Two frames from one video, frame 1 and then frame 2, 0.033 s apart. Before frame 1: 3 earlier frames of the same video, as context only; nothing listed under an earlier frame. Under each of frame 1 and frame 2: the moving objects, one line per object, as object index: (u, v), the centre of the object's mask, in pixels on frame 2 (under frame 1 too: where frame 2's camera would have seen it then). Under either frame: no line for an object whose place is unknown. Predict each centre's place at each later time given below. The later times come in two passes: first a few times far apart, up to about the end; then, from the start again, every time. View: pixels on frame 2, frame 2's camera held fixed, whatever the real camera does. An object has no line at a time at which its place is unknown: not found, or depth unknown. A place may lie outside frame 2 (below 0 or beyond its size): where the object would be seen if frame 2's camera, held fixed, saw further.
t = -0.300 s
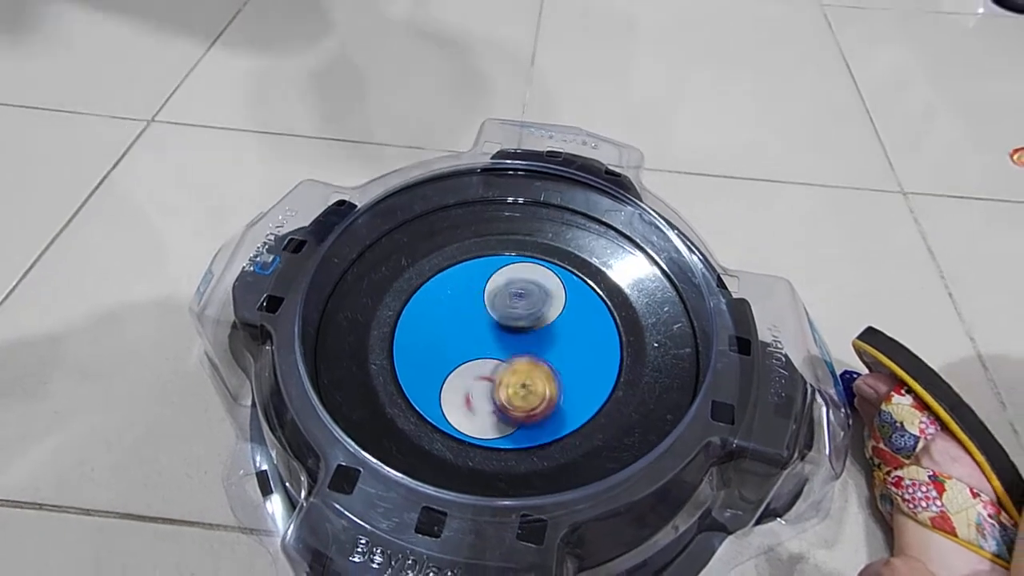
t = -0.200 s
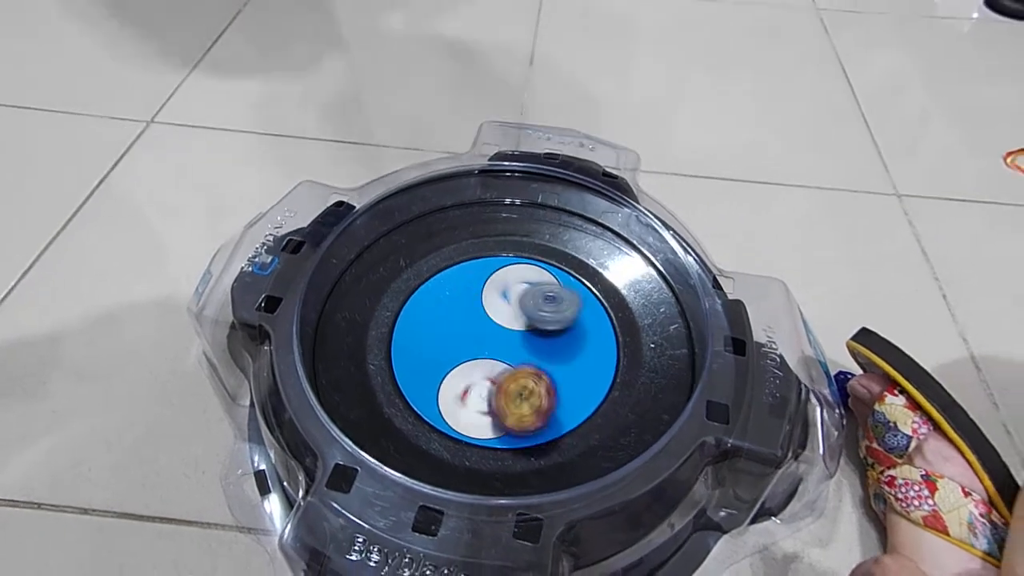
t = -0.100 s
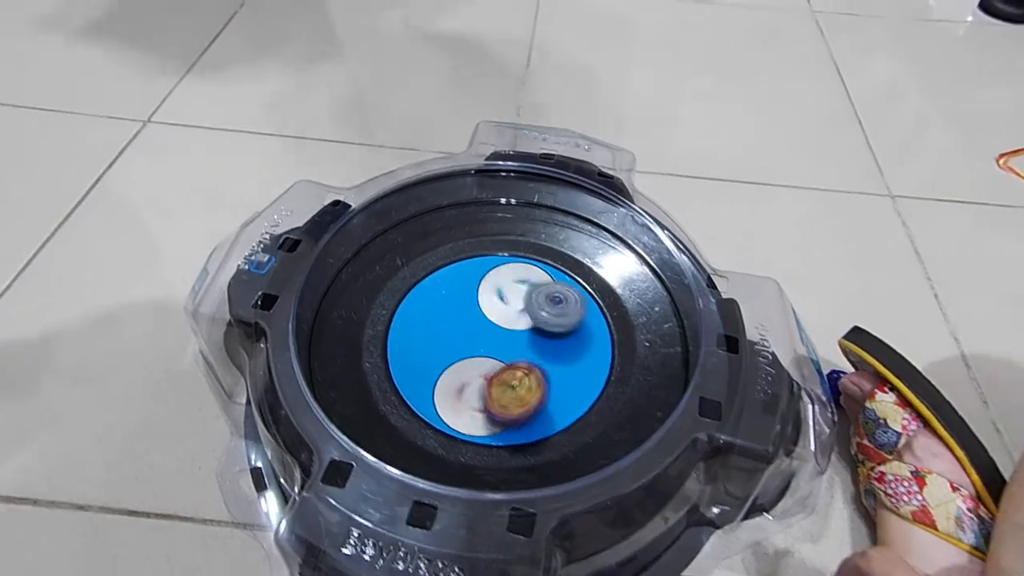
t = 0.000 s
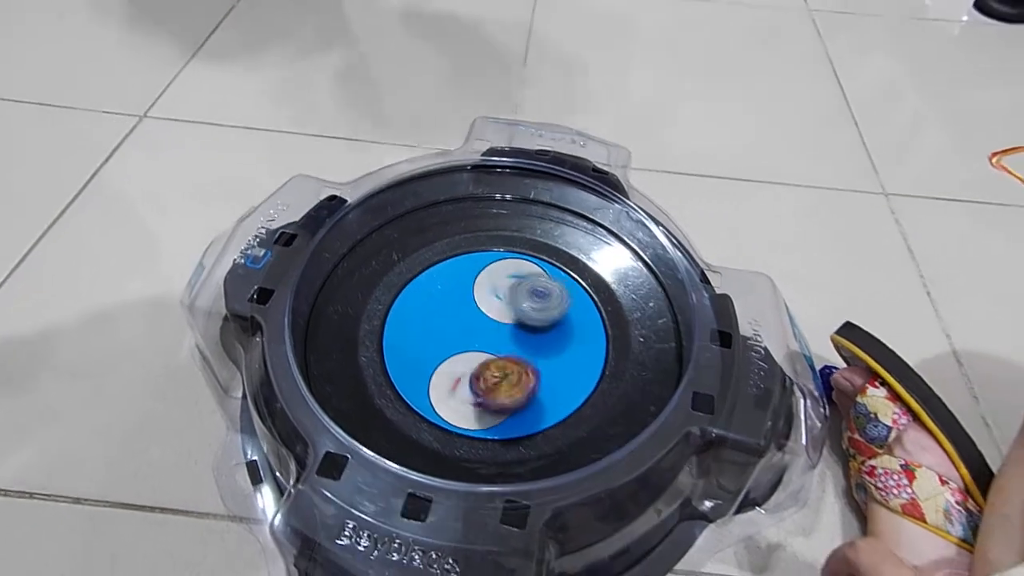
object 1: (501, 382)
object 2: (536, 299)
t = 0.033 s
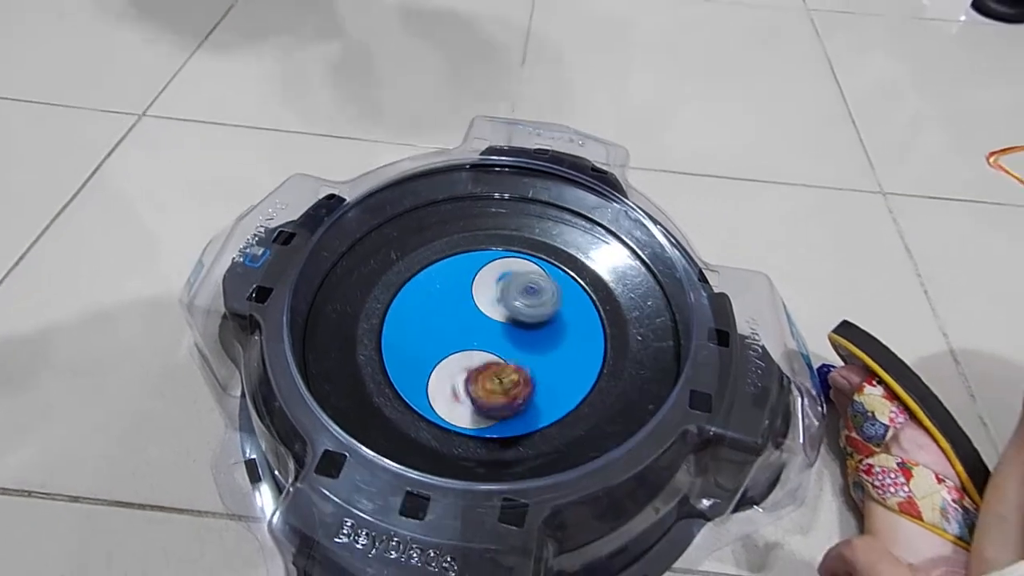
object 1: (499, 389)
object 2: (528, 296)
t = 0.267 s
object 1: (477, 405)
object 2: (538, 288)
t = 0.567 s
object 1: (440, 340)
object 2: (533, 249)
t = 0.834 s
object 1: (491, 369)
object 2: (489, 232)
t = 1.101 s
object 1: (530, 404)
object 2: (533, 237)
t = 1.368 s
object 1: (509, 353)
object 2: (555, 283)
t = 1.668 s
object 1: (472, 334)
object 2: (534, 332)
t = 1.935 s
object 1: (444, 299)
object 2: (506, 378)
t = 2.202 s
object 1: (422, 312)
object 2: (427, 394)
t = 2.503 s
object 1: (453, 320)
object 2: (384, 359)
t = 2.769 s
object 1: (522, 317)
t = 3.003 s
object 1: (536, 326)
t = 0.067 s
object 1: (498, 395)
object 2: (526, 292)
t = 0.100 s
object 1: (494, 402)
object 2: (524, 289)
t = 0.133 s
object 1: (490, 409)
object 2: (525, 290)
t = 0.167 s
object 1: (487, 411)
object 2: (526, 289)
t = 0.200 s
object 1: (481, 412)
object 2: (530, 289)
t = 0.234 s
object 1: (481, 410)
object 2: (533, 289)
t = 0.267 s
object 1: (477, 405)
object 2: (538, 288)
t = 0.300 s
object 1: (477, 402)
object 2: (544, 286)
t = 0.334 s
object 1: (471, 397)
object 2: (550, 285)
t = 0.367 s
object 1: (463, 394)
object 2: (557, 281)
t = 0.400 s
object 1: (453, 389)
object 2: (559, 276)
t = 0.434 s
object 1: (436, 382)
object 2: (556, 273)
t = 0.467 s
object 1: (425, 372)
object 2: (551, 267)
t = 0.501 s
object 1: (422, 359)
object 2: (546, 261)
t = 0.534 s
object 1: (433, 349)
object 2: (540, 254)
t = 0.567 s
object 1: (440, 340)
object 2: (533, 249)
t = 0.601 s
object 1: (455, 330)
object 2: (519, 247)
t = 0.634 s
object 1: (464, 321)
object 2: (505, 247)
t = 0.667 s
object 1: (478, 312)
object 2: (492, 252)
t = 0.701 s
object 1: (481, 316)
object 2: (486, 254)
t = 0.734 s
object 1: (483, 340)
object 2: (487, 247)
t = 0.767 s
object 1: (482, 353)
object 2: (486, 240)
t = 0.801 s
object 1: (483, 367)
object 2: (487, 235)
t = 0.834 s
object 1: (491, 369)
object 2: (489, 232)
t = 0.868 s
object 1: (506, 375)
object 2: (492, 231)
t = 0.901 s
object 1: (516, 389)
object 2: (497, 229)
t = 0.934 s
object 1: (522, 395)
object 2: (503, 229)
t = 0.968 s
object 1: (530, 405)
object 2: (508, 229)
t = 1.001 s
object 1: (529, 410)
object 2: (514, 229)
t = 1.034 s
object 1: (533, 409)
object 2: (521, 231)
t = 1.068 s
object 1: (532, 411)
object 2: (527, 234)
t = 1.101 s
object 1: (530, 404)
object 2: (533, 237)
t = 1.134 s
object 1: (527, 394)
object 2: (537, 243)
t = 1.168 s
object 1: (522, 389)
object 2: (540, 248)
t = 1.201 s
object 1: (522, 381)
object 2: (545, 252)
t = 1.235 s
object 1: (518, 375)
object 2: (549, 258)
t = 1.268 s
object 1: (516, 369)
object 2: (550, 265)
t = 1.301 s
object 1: (514, 363)
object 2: (553, 271)
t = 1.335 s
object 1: (511, 359)
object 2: (554, 277)
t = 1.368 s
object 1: (509, 353)
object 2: (555, 283)
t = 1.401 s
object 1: (506, 349)
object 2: (552, 291)
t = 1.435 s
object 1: (502, 343)
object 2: (548, 299)
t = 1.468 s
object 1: (501, 335)
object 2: (546, 306)
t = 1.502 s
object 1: (495, 332)
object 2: (545, 309)
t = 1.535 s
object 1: (486, 333)
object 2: (546, 313)
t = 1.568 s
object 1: (479, 332)
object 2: (545, 316)
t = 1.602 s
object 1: (475, 332)
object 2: (543, 321)
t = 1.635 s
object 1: (473, 332)
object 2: (539, 326)
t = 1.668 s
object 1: (472, 334)
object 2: (534, 332)
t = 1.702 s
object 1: (469, 334)
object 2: (529, 337)
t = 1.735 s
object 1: (466, 329)
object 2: (530, 346)
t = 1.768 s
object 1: (463, 321)
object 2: (528, 353)
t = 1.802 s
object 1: (461, 313)
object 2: (525, 359)
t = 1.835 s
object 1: (458, 307)
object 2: (521, 365)
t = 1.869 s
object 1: (455, 302)
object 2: (517, 369)
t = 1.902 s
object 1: (450, 299)
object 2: (512, 373)
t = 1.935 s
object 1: (444, 299)
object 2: (506, 378)
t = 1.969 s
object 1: (438, 300)
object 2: (500, 384)
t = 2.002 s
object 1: (433, 301)
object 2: (491, 390)
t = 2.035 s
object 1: (429, 303)
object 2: (483, 397)
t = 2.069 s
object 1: (426, 305)
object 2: (469, 404)
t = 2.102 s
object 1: (425, 307)
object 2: (453, 409)
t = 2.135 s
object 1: (424, 308)
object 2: (440, 409)
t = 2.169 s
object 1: (422, 310)
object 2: (432, 402)
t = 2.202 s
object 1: (422, 312)
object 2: (427, 394)
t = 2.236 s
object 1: (421, 314)
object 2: (423, 387)
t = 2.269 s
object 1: (422, 316)
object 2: (420, 380)
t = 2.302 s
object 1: (423, 316)
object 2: (416, 376)
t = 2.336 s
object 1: (424, 317)
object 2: (413, 371)
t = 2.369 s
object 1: (427, 317)
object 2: (410, 368)
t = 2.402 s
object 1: (431, 319)
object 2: (406, 364)
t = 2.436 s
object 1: (436, 321)
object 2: (402, 358)
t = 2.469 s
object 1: (443, 324)
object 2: (393, 358)
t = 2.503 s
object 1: (453, 320)
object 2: (384, 359)
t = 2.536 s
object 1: (464, 316)
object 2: (381, 359)
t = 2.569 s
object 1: (475, 313)
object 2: (377, 359)
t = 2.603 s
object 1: (485, 312)
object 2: (373, 358)
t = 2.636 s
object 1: (494, 314)
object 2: (369, 356)
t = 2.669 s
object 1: (503, 315)
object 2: (366, 354)
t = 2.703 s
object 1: (511, 316)
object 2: (364, 351)
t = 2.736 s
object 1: (518, 317)
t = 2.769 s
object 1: (522, 317)
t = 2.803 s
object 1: (526, 318)
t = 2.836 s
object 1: (528, 319)
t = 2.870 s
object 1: (530, 322)
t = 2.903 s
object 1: (532, 323)
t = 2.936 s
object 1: (533, 324)
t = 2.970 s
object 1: (535, 325)
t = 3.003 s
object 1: (536, 326)
